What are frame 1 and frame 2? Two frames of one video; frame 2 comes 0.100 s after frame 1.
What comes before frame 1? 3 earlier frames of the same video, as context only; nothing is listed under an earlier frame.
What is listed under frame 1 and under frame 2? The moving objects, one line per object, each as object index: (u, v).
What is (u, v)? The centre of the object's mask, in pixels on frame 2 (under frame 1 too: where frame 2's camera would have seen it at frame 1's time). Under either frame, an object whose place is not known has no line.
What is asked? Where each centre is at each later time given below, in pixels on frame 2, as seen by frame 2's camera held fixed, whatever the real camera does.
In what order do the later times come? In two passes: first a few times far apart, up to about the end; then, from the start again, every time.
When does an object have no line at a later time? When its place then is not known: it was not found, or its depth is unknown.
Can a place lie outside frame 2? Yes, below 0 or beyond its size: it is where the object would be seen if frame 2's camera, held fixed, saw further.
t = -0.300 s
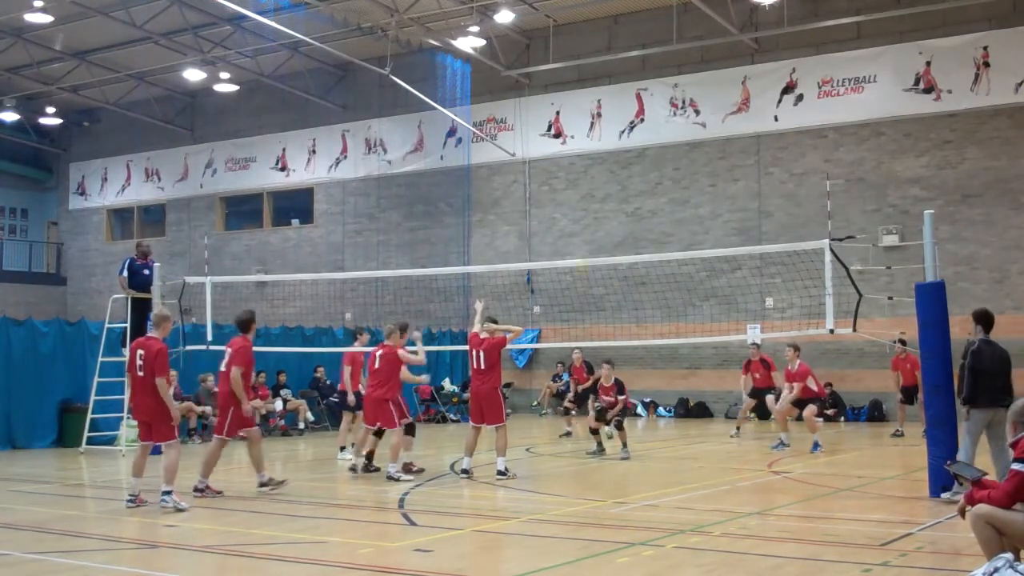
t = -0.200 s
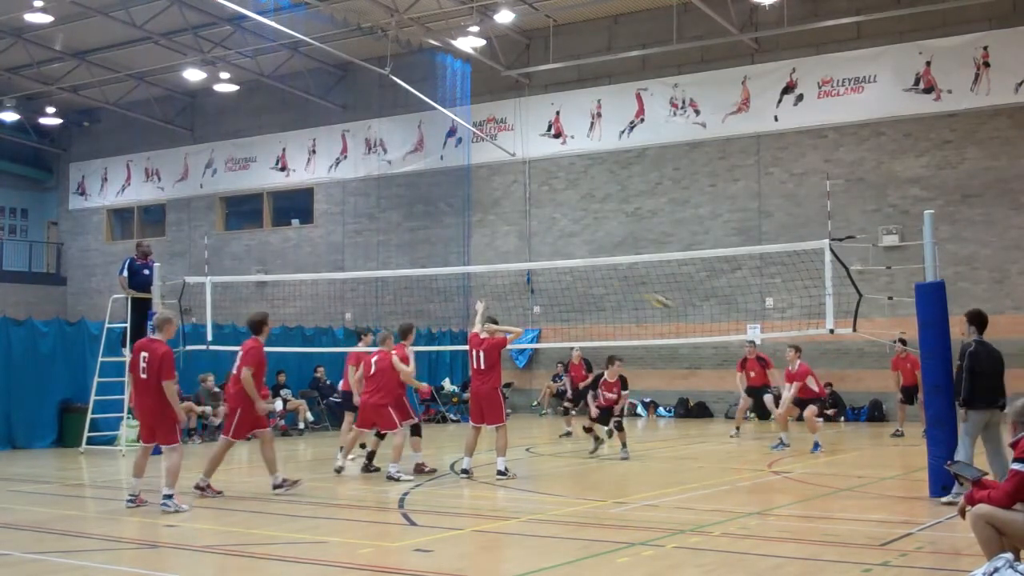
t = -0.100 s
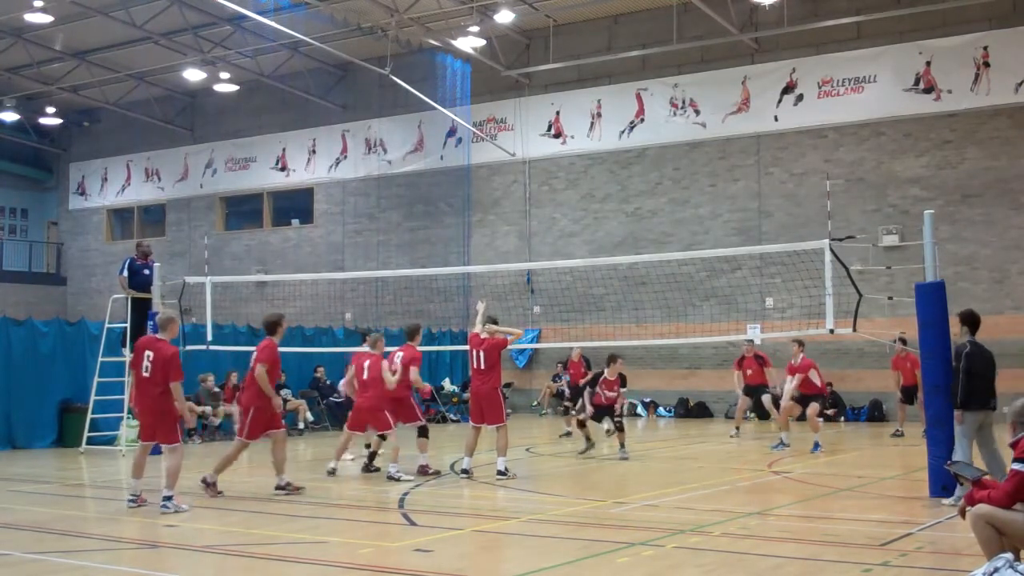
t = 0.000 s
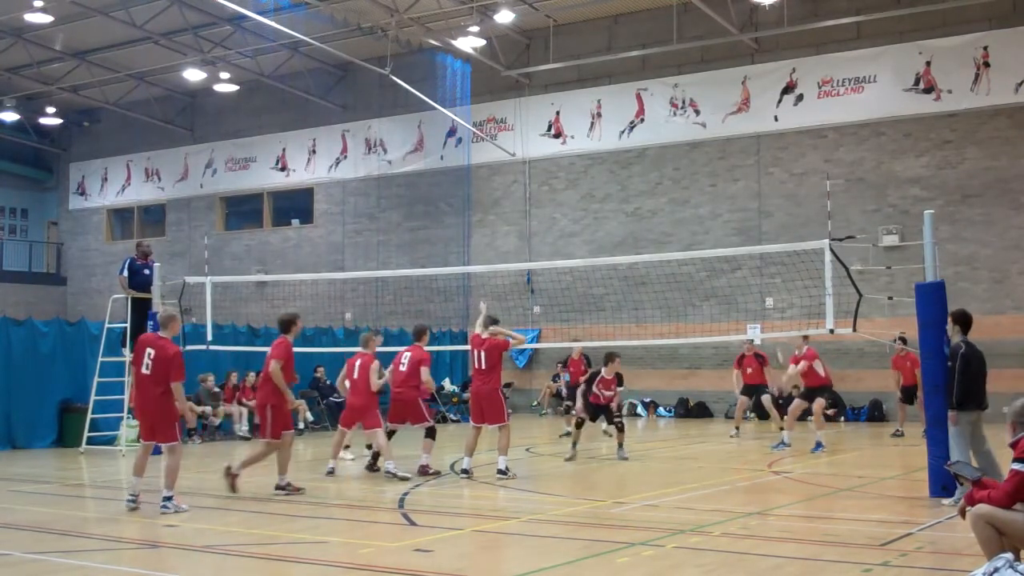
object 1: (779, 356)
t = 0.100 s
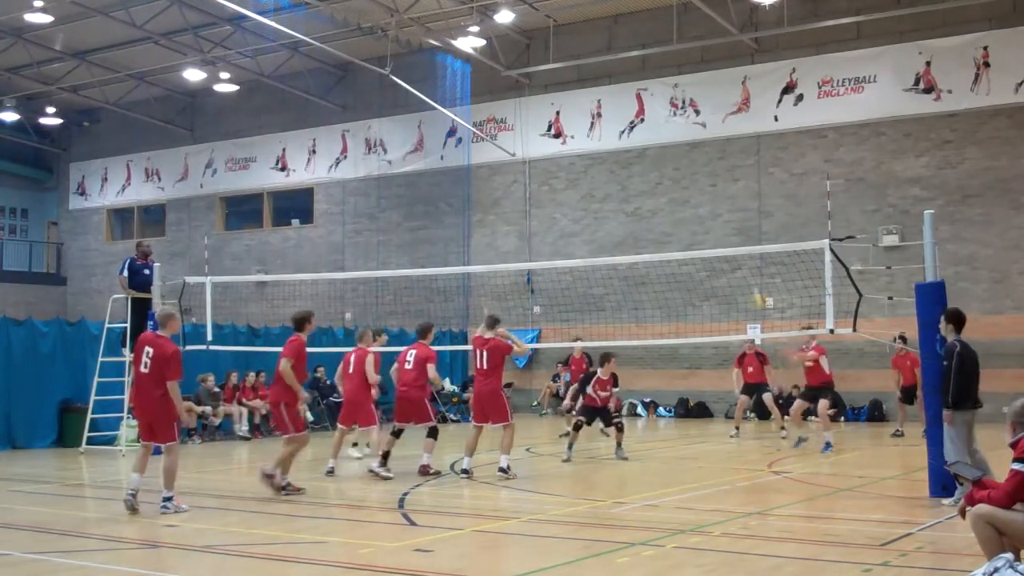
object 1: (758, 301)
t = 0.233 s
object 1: (726, 223)
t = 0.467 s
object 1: (681, 135)
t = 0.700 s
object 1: (639, 84)
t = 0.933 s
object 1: (593, 70)
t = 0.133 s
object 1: (749, 275)
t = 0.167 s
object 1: (743, 258)
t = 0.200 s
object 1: (736, 242)
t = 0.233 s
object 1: (726, 223)
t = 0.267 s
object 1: (721, 208)
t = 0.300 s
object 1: (716, 198)
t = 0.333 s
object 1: (709, 183)
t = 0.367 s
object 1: (701, 167)
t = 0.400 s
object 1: (697, 160)
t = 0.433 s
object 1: (689, 146)
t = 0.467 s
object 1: (681, 135)
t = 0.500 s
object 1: (677, 132)
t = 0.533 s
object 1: (670, 120)
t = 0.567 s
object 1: (661, 109)
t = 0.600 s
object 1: (658, 105)
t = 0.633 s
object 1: (649, 95)
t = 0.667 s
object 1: (642, 88)
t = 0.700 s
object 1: (639, 84)
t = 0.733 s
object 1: (631, 80)
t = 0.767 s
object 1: (623, 75)
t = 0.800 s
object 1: (619, 74)
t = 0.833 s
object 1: (611, 70)
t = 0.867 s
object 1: (605, 69)
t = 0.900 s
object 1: (600, 69)
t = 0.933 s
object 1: (593, 70)
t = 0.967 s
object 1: (584, 71)
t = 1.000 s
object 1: (581, 72)
